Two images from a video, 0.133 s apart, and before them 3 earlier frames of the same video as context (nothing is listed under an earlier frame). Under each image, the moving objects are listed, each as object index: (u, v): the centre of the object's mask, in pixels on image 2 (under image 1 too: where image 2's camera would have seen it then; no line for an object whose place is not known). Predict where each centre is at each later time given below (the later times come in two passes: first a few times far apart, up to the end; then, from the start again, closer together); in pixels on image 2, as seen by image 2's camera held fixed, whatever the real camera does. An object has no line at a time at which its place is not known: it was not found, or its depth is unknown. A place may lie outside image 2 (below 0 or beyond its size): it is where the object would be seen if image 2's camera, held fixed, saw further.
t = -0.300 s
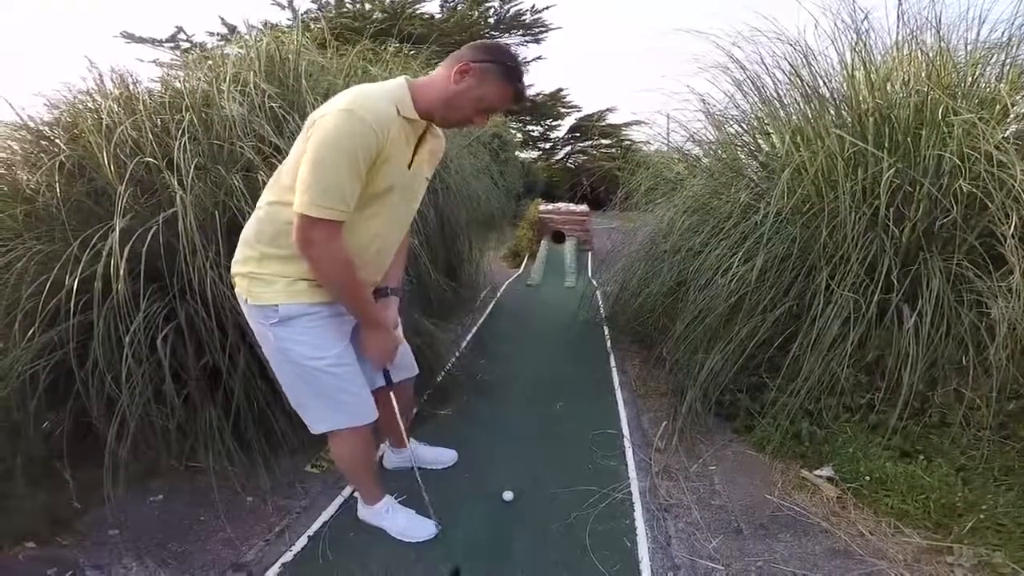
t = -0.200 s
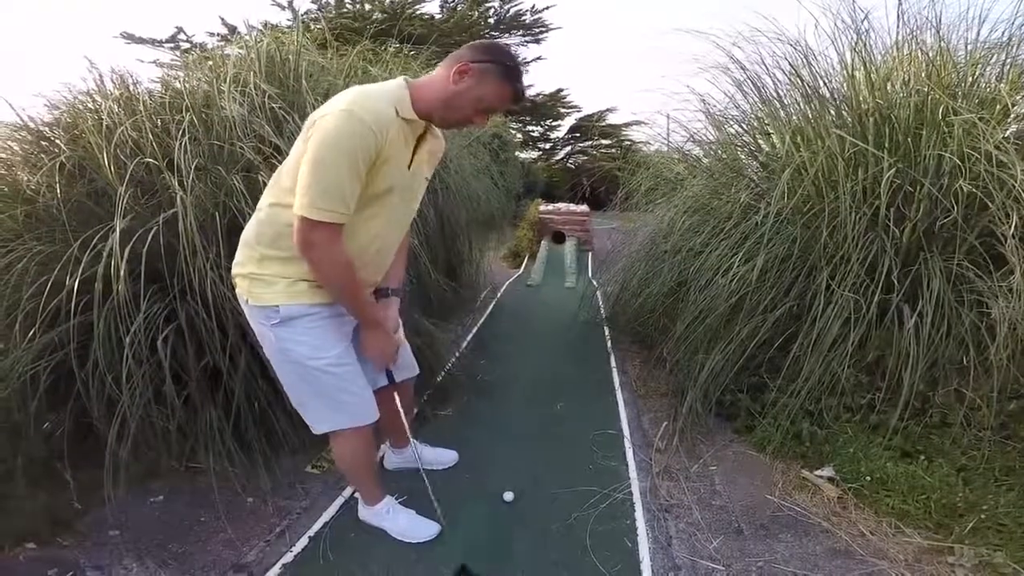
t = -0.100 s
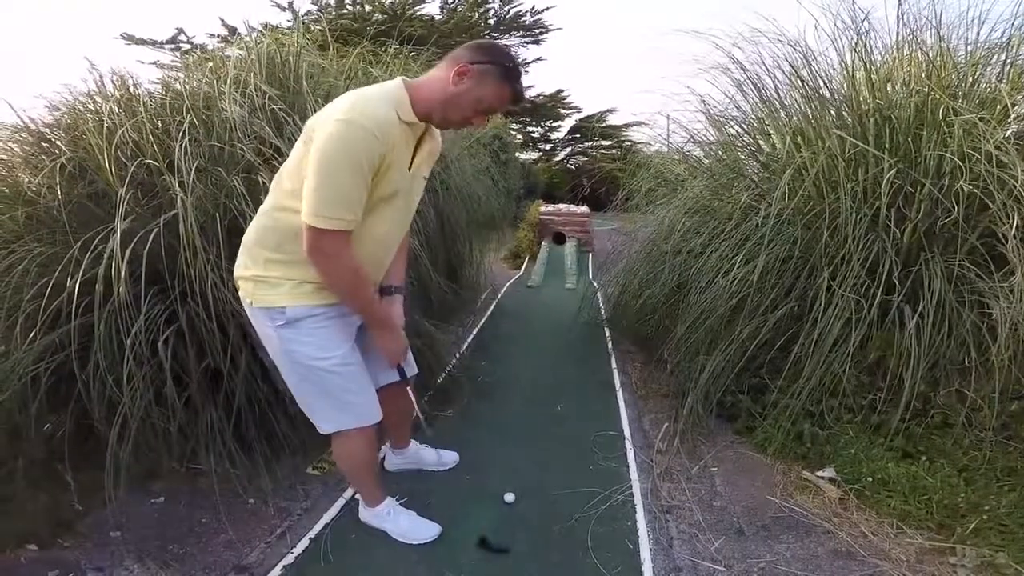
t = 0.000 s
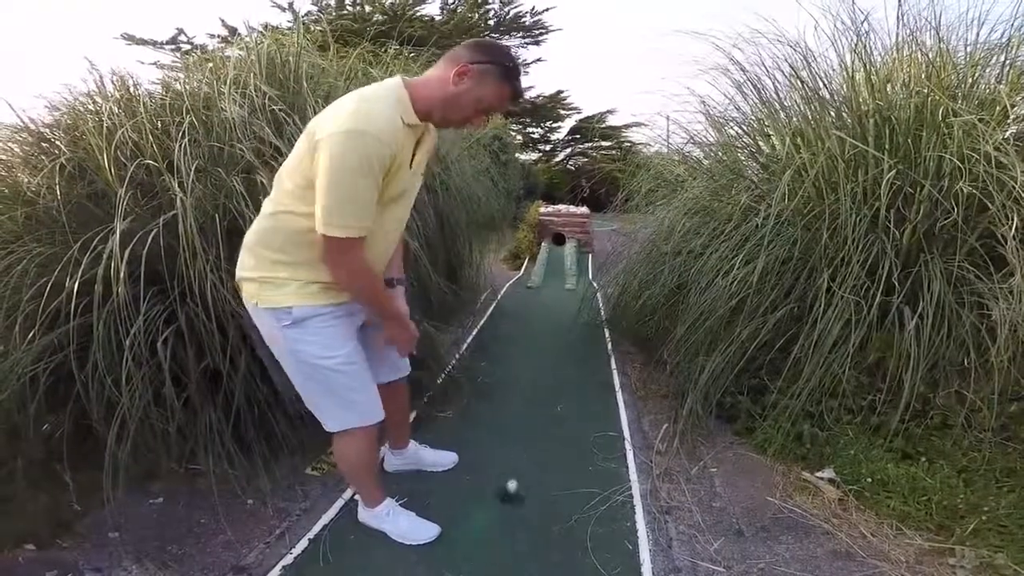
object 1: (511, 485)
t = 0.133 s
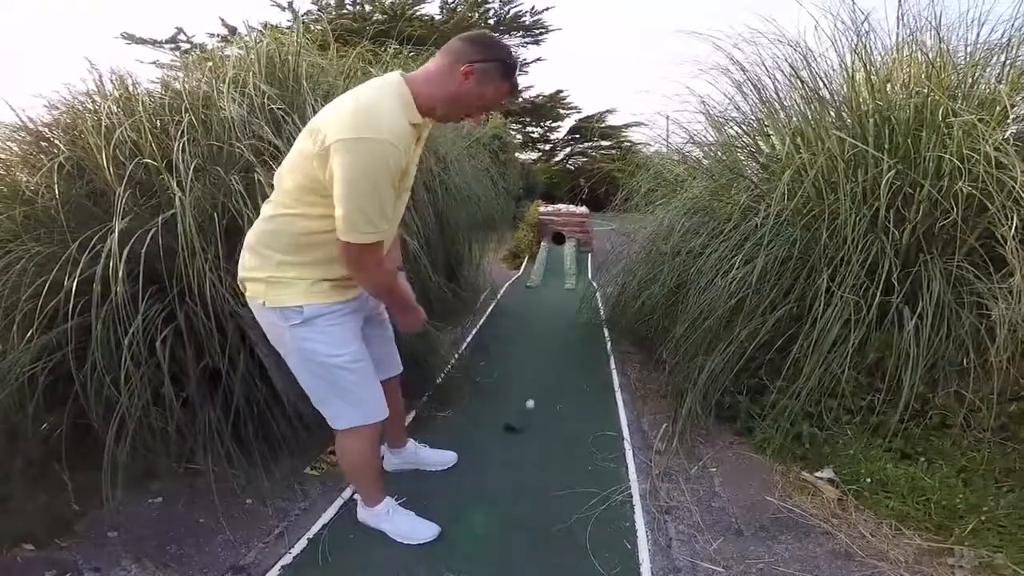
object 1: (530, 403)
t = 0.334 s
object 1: (544, 343)
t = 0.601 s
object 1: (552, 305)
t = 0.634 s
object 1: (553, 303)
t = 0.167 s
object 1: (532, 395)
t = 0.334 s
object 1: (544, 343)
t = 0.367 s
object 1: (544, 338)
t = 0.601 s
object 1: (552, 305)
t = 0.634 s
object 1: (553, 303)
